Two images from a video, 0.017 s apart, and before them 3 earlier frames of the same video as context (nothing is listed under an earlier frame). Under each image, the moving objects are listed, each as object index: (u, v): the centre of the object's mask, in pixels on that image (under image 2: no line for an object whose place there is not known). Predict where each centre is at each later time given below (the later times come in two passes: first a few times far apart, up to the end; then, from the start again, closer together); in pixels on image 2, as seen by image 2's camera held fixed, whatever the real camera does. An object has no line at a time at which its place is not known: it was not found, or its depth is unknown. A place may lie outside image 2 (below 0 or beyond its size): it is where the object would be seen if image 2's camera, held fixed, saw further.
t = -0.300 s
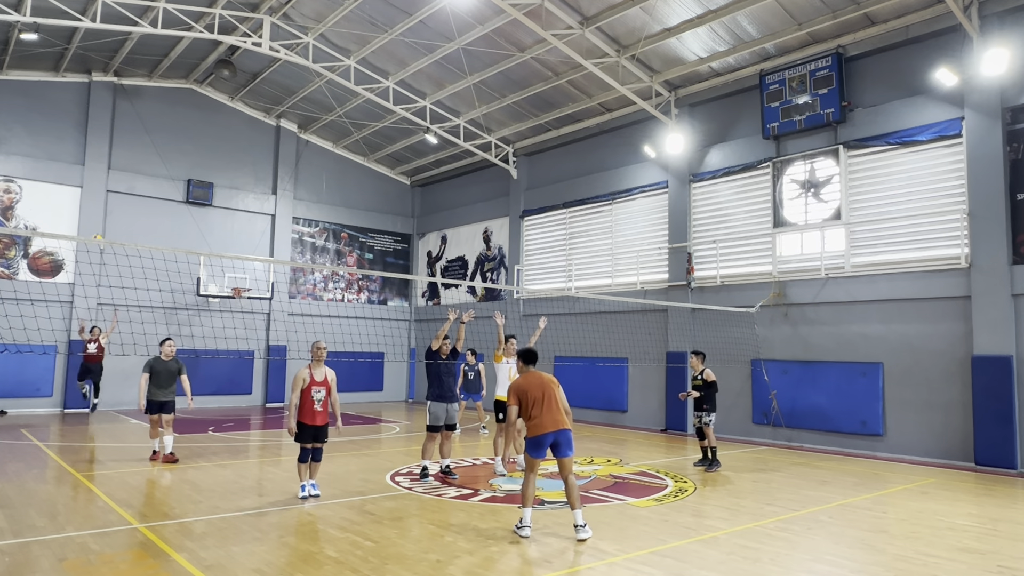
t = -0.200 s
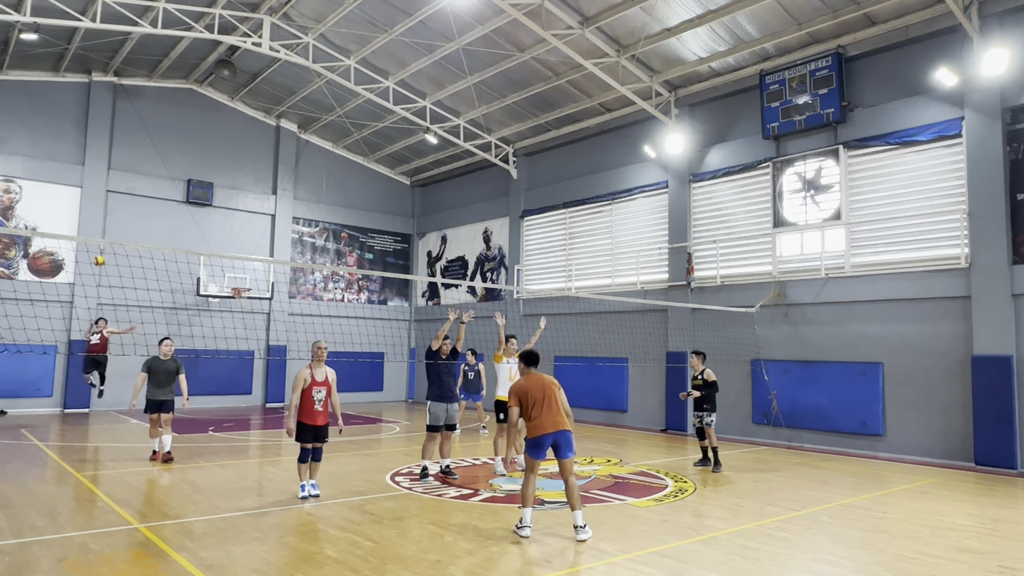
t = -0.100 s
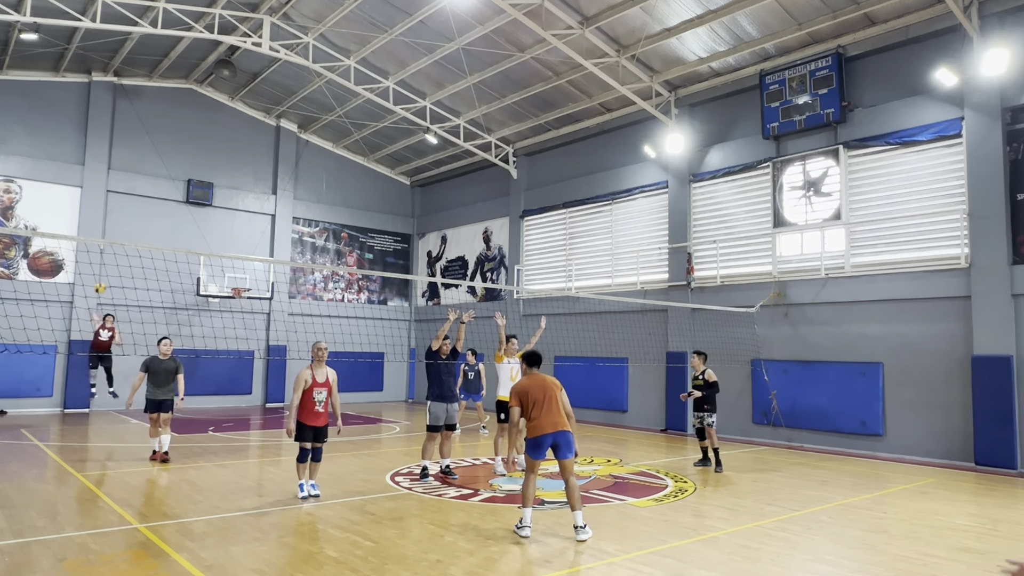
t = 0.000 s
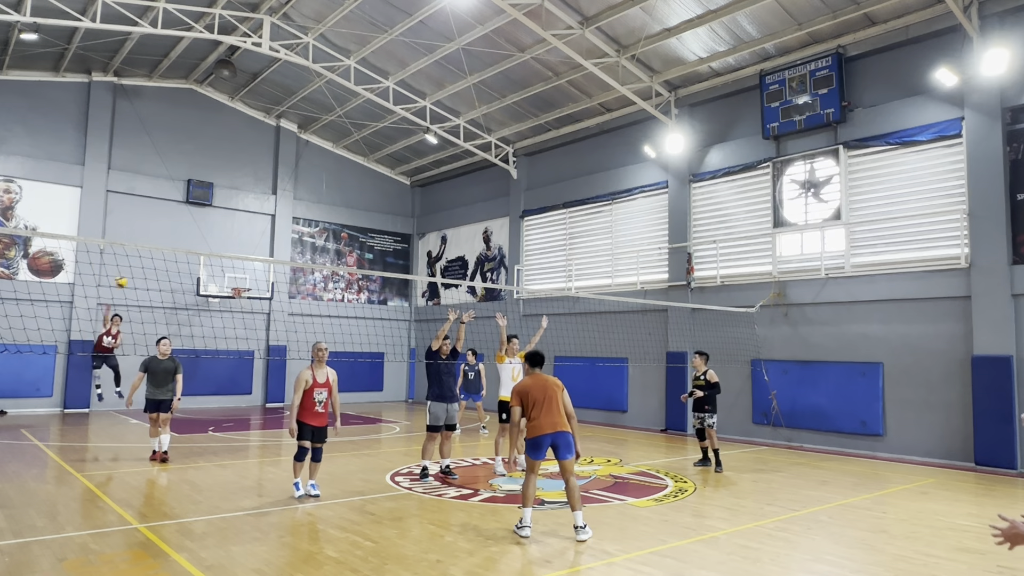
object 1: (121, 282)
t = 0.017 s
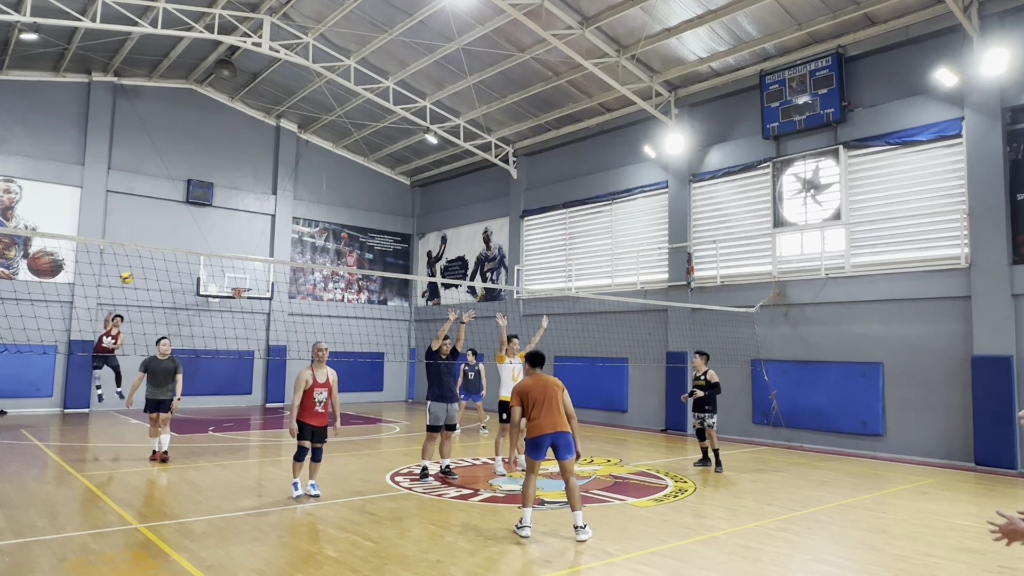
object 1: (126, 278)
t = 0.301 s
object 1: (271, 245)
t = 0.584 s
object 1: (625, 346)
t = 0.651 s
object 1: (793, 424)
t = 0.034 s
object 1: (132, 274)
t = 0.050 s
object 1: (139, 271)
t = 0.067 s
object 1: (145, 267)
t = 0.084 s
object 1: (151, 264)
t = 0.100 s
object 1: (159, 261)
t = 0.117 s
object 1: (166, 259)
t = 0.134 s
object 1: (173, 257)
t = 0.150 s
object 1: (181, 255)
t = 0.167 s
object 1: (190, 252)
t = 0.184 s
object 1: (198, 247)
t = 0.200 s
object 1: (207, 246)
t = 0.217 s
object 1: (217, 246)
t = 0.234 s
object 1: (226, 246)
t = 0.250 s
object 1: (237, 245)
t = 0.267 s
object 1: (248, 245)
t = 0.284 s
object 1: (258, 245)
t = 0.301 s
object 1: (271, 245)
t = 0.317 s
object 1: (283, 246)
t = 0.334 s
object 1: (297, 247)
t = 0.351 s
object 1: (309, 248)
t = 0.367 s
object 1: (325, 250)
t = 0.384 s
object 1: (342, 253)
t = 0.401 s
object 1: (357, 257)
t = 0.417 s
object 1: (375, 260)
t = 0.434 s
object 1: (394, 264)
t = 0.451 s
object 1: (412, 269)
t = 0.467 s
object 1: (434, 275)
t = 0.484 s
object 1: (454, 281)
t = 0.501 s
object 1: (482, 290)
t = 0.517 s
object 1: (503, 299)
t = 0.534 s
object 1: (533, 309)
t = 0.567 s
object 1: (592, 332)
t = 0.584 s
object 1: (625, 346)
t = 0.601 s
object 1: (663, 362)
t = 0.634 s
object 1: (745, 400)
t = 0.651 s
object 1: (793, 424)
